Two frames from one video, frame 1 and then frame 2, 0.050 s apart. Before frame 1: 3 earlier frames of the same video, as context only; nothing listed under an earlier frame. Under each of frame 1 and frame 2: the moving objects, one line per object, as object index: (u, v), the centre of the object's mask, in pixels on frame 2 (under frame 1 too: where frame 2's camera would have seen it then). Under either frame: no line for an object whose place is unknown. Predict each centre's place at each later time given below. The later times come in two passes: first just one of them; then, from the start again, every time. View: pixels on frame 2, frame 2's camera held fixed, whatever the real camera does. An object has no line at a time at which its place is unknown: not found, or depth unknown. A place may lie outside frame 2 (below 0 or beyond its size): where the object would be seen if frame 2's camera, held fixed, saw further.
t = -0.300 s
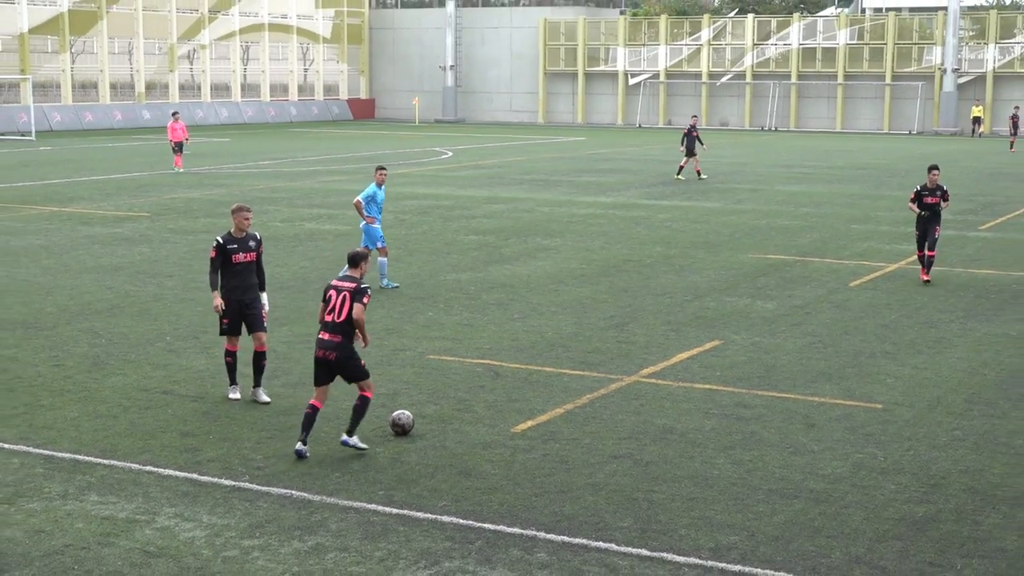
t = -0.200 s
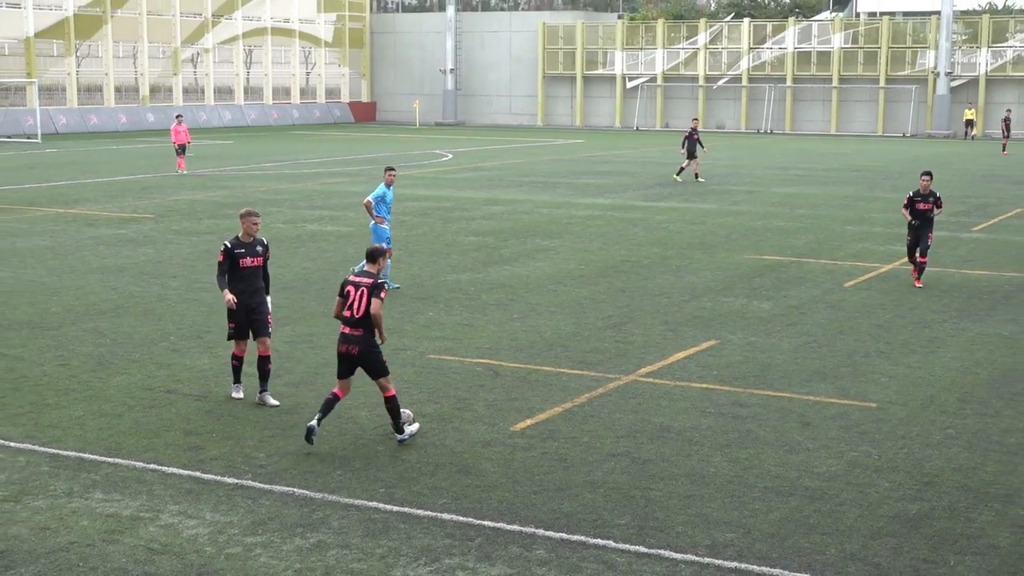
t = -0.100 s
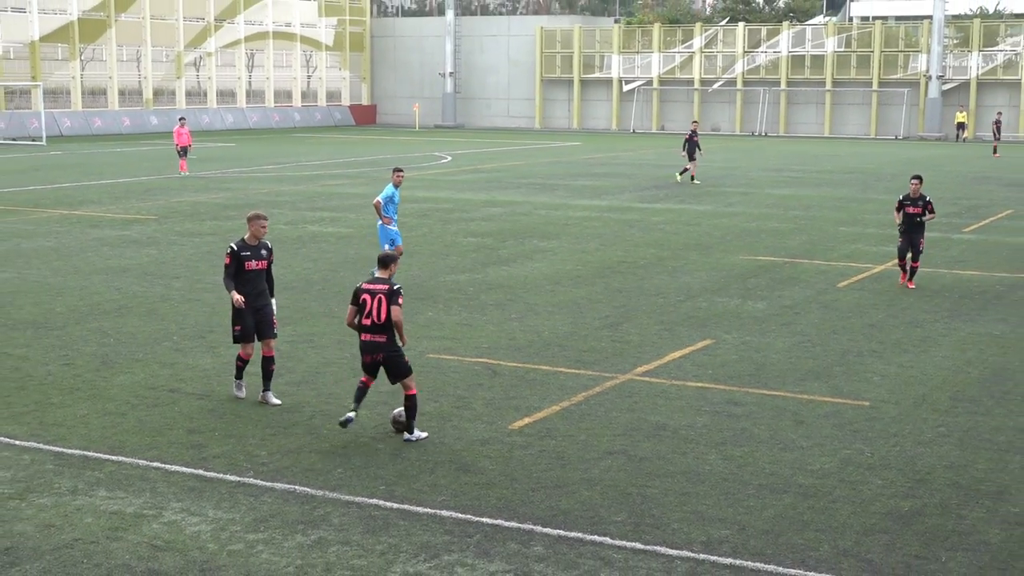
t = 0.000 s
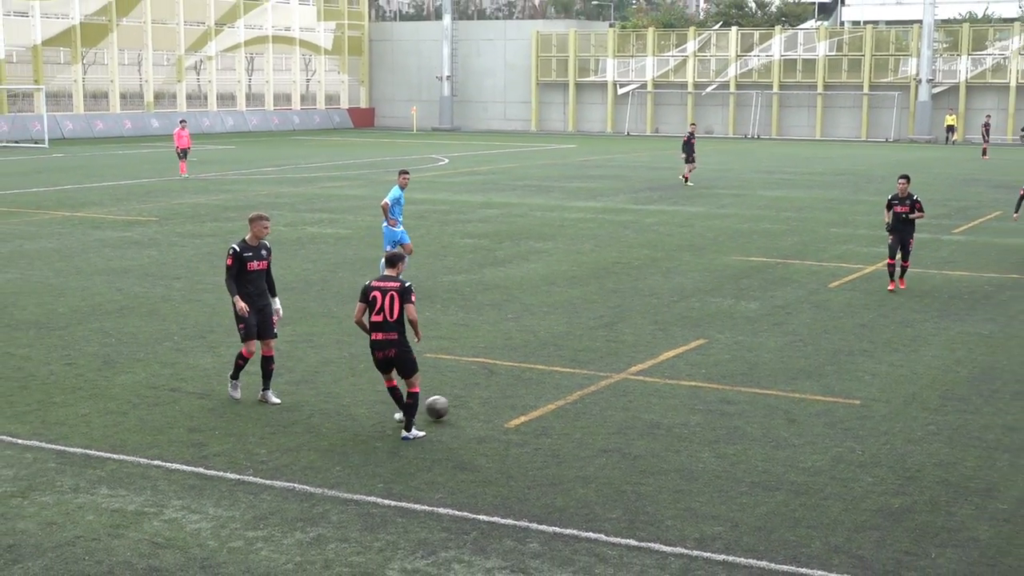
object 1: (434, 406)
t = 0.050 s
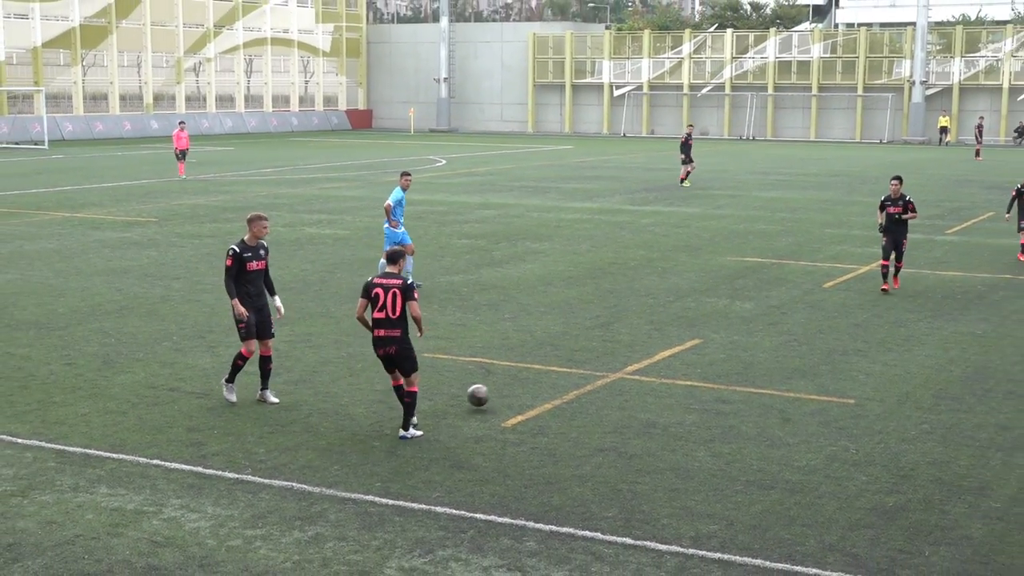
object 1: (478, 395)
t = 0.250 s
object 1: (620, 364)
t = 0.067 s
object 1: (491, 392)
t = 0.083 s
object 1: (505, 389)
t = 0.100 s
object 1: (519, 387)
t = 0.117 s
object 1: (532, 385)
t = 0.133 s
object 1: (544, 383)
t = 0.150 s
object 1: (556, 381)
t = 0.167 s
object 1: (567, 377)
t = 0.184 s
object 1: (578, 374)
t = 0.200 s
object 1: (589, 371)
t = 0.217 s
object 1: (599, 368)
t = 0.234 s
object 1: (610, 366)
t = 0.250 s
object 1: (620, 364)
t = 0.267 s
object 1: (630, 363)
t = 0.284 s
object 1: (640, 361)
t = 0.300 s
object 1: (649, 359)
